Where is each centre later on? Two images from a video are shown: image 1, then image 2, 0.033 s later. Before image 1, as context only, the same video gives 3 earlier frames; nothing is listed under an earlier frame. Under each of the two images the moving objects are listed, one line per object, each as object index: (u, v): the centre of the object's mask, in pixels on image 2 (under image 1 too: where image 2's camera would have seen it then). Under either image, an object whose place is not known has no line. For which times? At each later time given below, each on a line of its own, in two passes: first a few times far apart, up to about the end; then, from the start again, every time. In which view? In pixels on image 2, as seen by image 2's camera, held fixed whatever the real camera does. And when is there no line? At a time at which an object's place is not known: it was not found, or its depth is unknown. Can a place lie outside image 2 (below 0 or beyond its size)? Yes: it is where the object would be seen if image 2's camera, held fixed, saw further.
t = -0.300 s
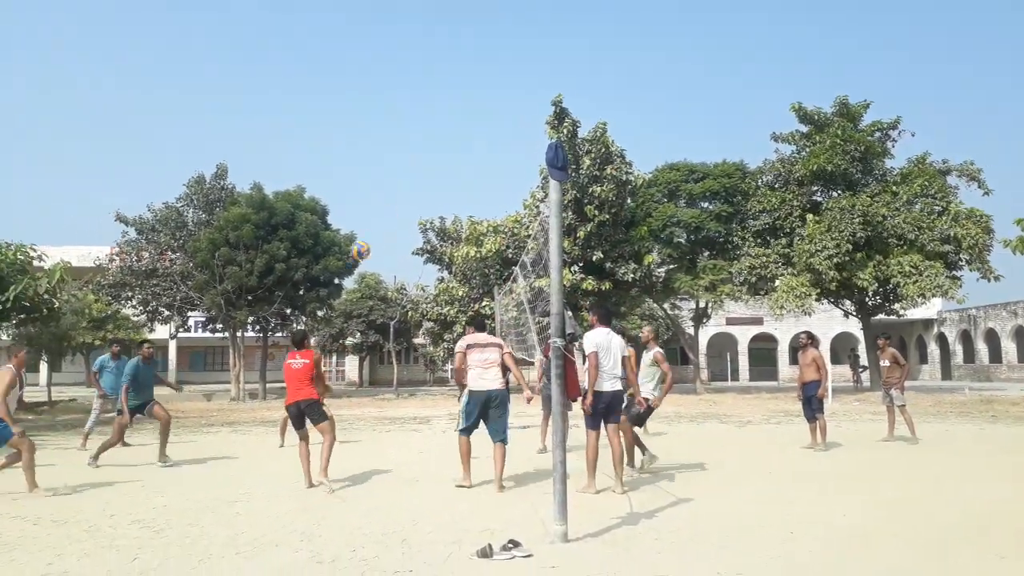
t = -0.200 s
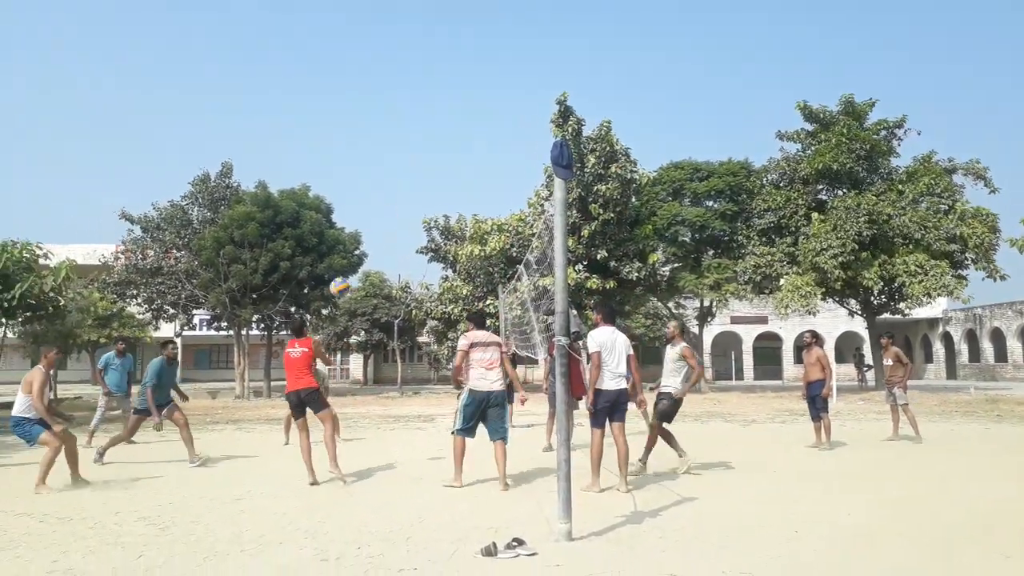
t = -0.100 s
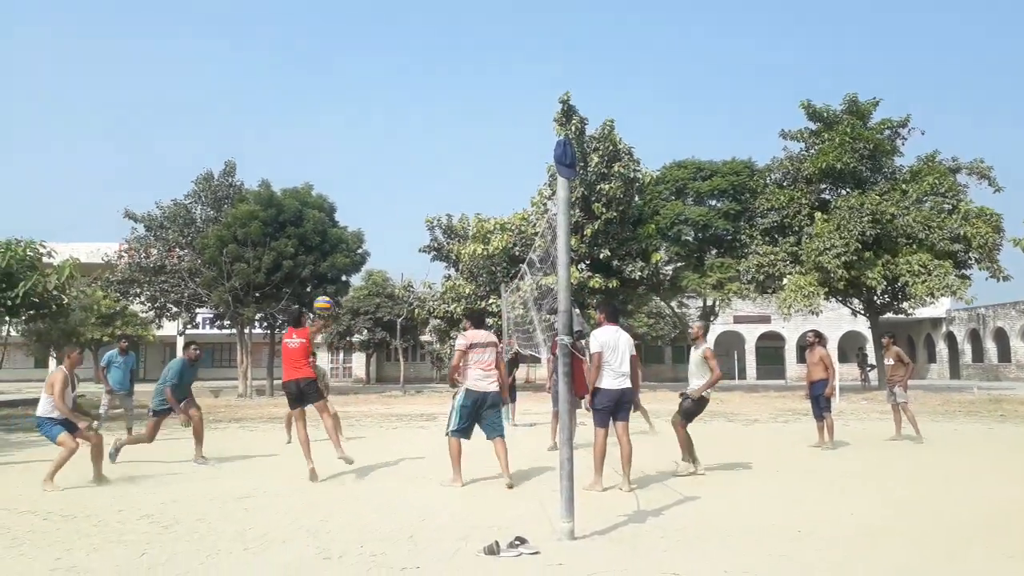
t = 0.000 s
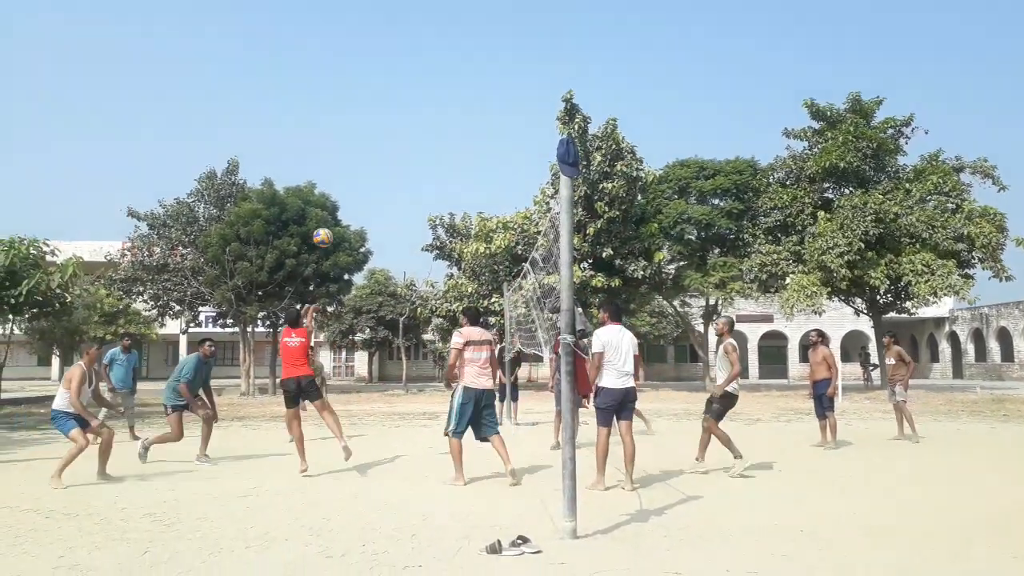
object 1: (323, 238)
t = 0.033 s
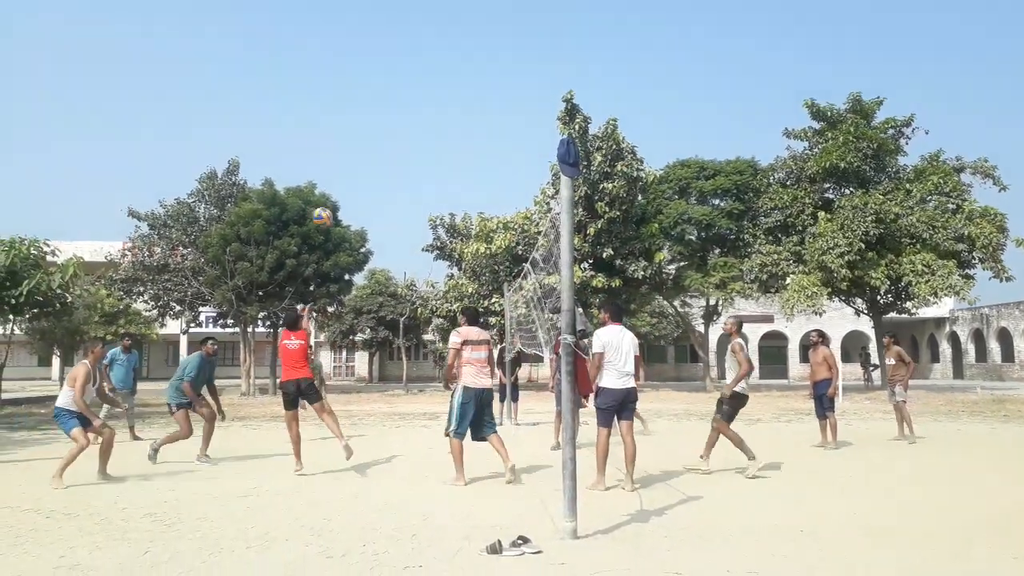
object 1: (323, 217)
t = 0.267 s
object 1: (317, 96)
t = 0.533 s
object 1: (316, 10)
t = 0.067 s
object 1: (322, 197)
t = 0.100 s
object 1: (321, 178)
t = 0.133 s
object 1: (320, 160)
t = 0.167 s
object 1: (319, 142)
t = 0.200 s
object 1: (319, 126)
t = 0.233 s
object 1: (318, 110)
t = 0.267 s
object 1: (317, 96)
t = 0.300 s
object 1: (317, 82)
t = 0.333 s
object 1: (317, 69)
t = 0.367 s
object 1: (317, 56)
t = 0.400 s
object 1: (316, 45)
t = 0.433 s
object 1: (316, 35)
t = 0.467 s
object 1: (316, 25)
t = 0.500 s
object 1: (316, 17)
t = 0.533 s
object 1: (316, 10)
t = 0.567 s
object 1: (316, 4)
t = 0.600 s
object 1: (316, -1)
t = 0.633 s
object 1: (316, -3)
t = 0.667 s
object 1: (317, -5)
